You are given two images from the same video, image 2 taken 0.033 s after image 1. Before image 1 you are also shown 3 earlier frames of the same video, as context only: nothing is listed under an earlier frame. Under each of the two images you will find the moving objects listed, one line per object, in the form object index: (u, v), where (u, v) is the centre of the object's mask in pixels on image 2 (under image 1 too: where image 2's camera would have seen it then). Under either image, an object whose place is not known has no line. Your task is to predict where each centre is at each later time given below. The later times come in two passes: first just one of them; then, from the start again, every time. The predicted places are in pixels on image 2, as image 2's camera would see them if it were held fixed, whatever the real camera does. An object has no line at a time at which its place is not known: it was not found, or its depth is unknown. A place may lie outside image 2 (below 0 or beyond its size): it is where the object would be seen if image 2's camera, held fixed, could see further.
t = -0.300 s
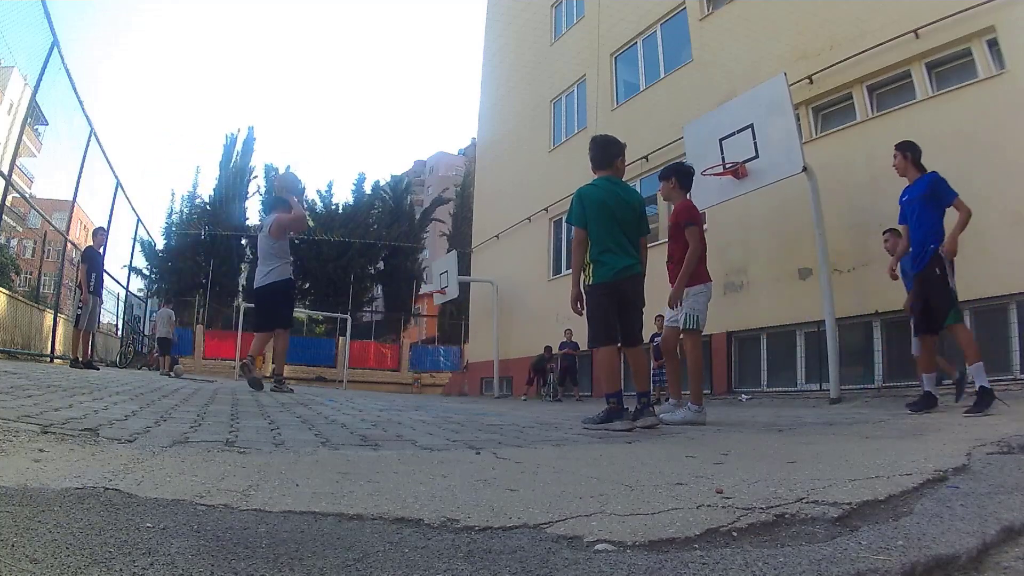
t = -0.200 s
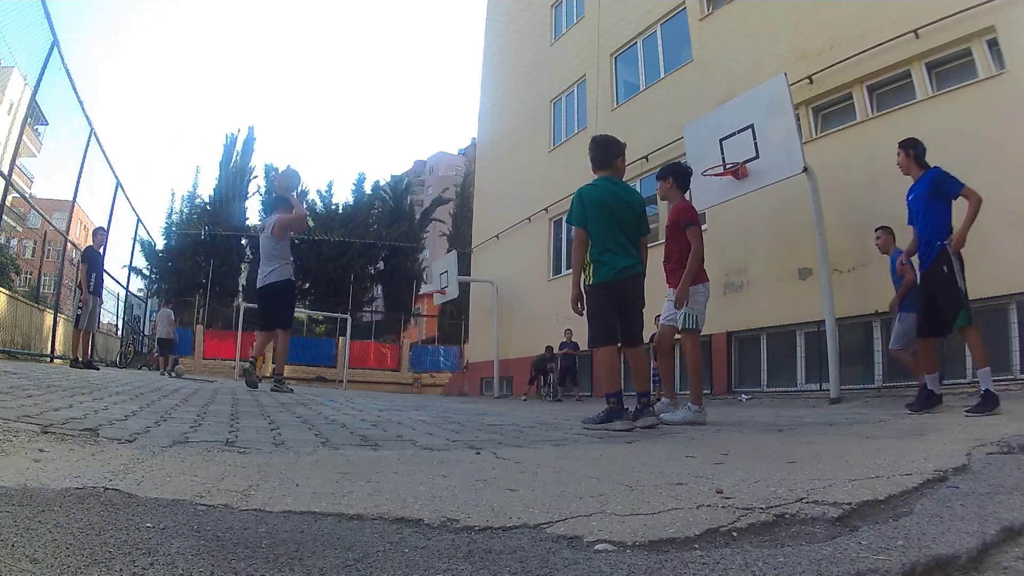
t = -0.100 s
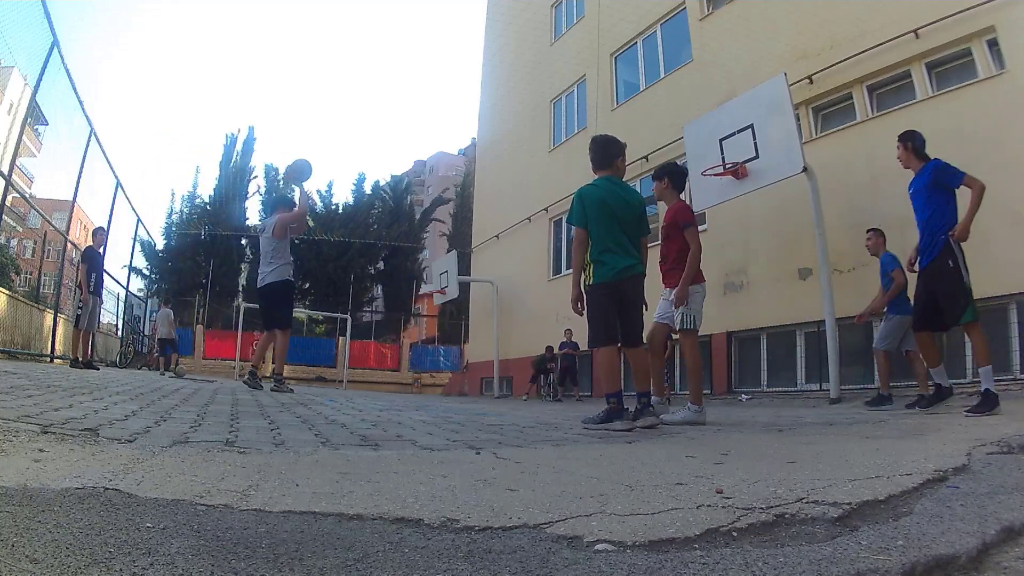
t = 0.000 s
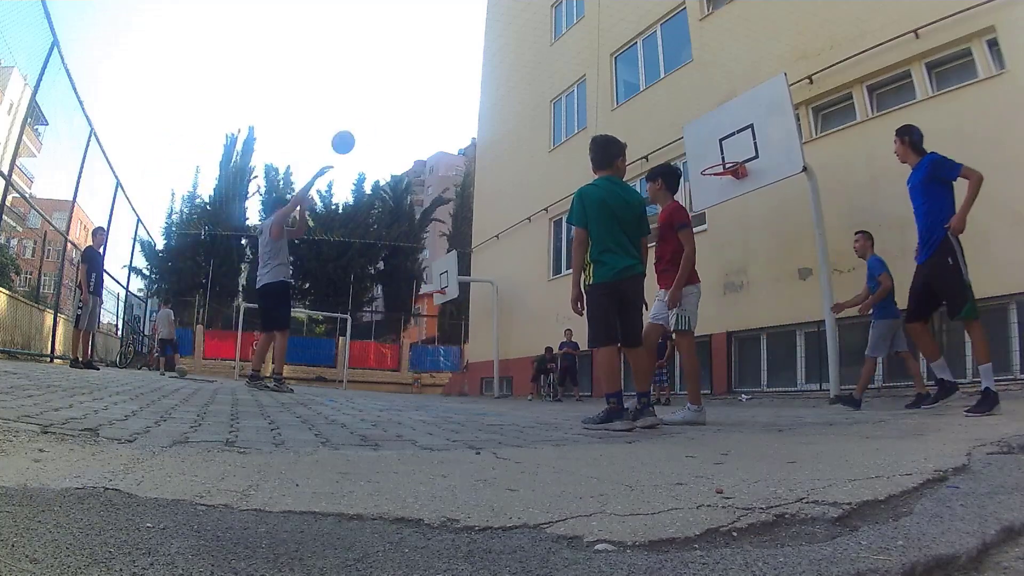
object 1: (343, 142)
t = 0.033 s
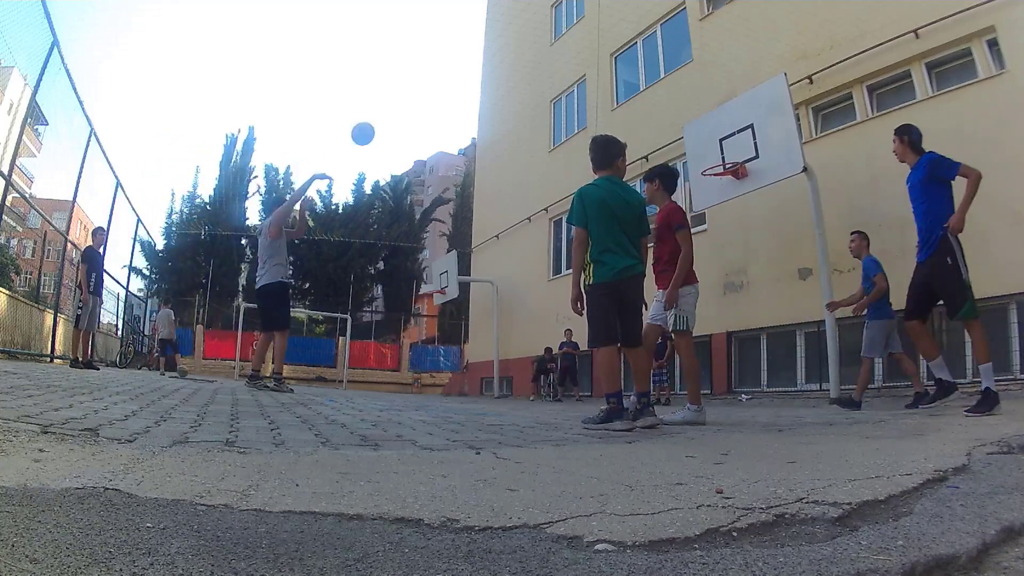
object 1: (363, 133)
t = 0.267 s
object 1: (502, 108)
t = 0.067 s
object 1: (383, 126)
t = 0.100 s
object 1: (402, 120)
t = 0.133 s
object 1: (422, 115)
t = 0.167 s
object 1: (442, 112)
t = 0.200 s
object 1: (462, 109)
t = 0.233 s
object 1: (482, 108)
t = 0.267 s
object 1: (502, 108)
